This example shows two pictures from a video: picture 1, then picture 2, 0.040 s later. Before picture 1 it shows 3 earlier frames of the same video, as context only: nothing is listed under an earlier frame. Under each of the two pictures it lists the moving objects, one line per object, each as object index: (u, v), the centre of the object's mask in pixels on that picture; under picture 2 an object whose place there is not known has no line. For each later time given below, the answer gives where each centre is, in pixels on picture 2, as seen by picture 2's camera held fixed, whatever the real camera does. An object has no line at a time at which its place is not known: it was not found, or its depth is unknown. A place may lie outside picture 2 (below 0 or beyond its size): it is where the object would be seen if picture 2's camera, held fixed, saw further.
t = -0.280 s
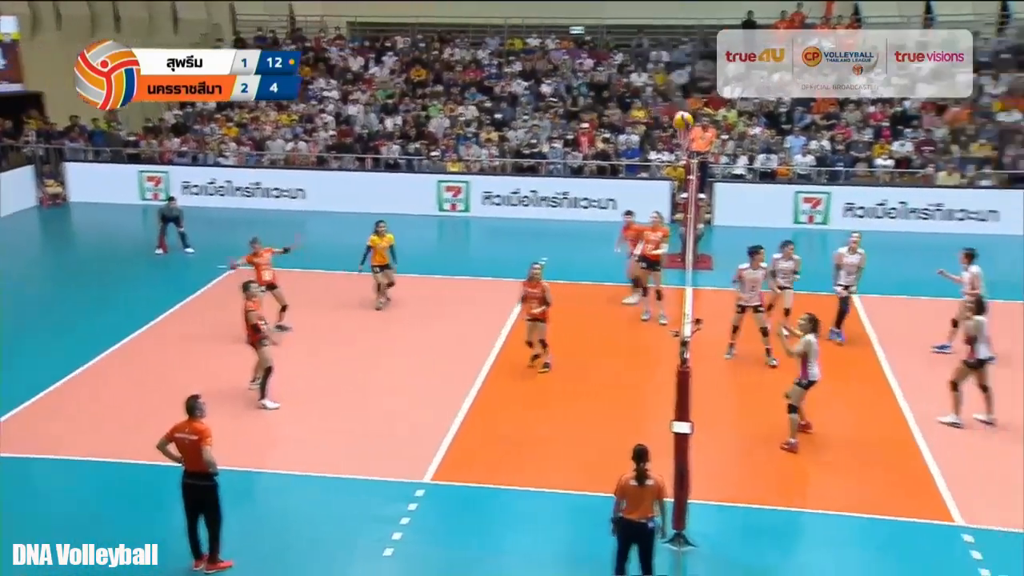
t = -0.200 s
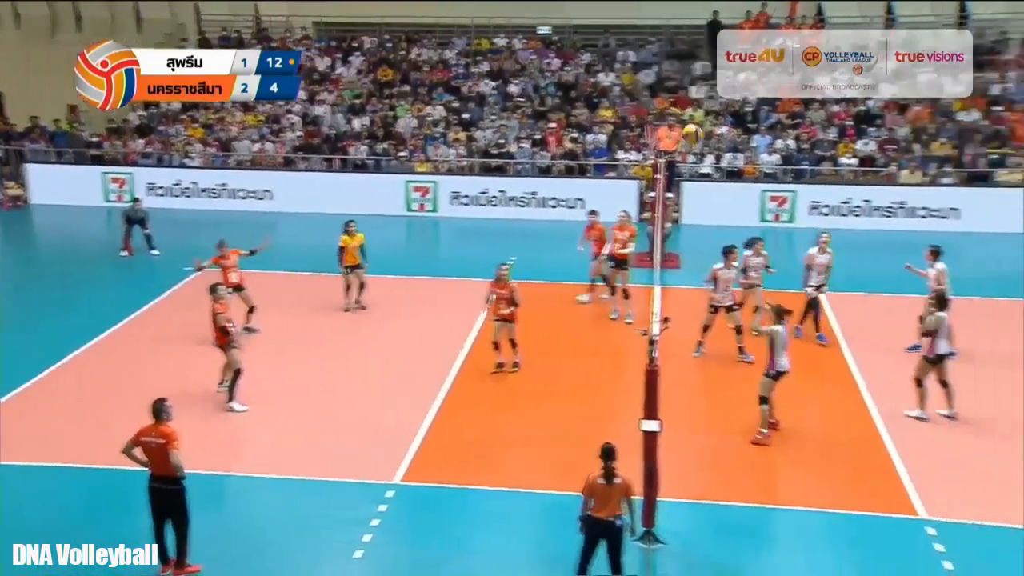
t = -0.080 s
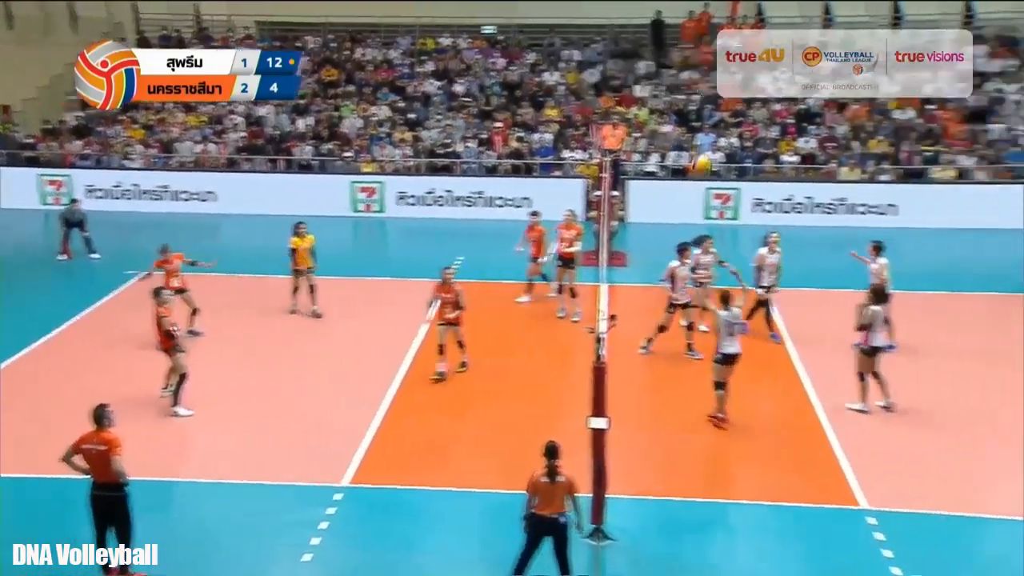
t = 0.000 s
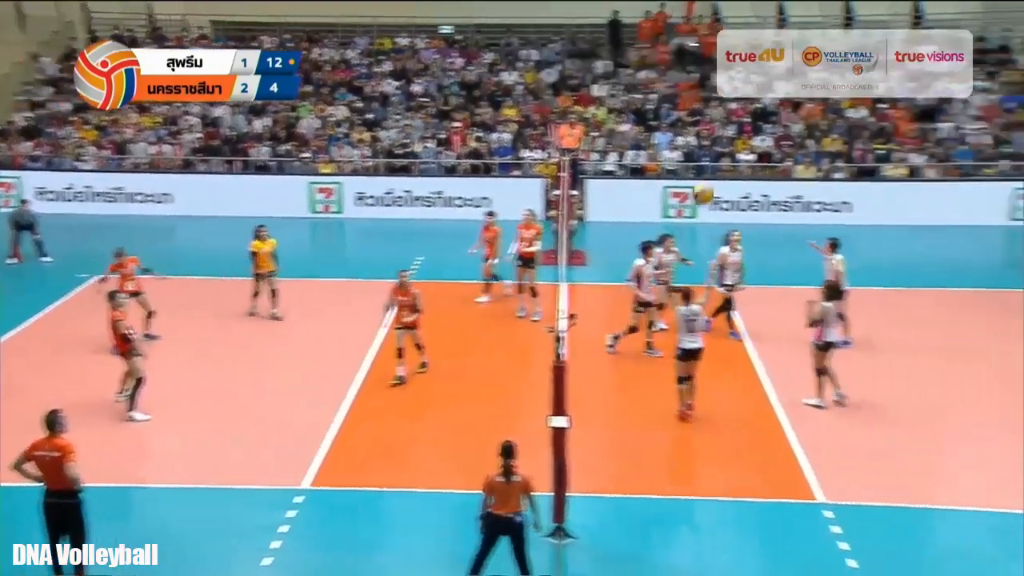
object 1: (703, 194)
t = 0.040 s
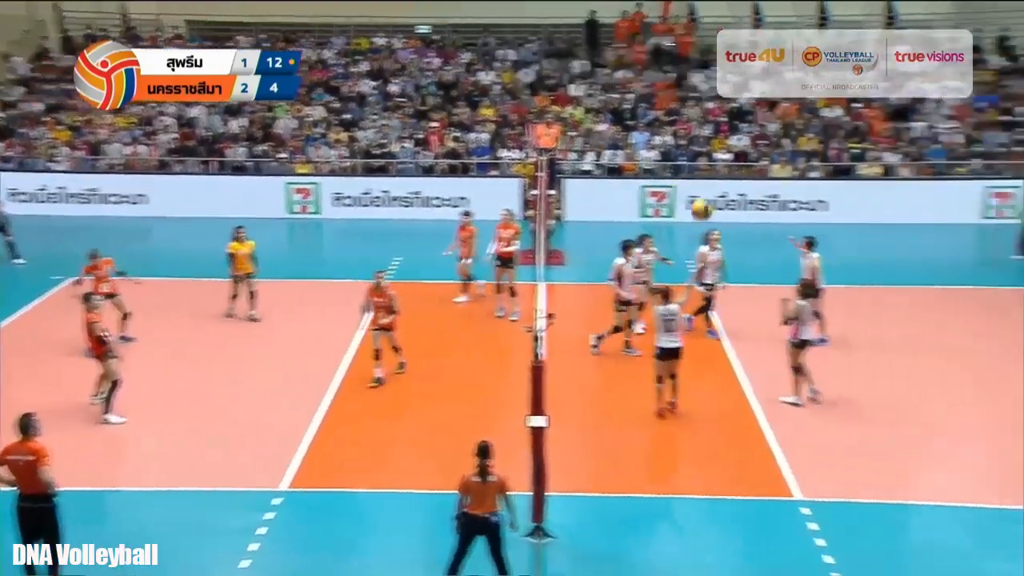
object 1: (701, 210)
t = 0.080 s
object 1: (724, 228)
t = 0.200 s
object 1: (790, 291)
